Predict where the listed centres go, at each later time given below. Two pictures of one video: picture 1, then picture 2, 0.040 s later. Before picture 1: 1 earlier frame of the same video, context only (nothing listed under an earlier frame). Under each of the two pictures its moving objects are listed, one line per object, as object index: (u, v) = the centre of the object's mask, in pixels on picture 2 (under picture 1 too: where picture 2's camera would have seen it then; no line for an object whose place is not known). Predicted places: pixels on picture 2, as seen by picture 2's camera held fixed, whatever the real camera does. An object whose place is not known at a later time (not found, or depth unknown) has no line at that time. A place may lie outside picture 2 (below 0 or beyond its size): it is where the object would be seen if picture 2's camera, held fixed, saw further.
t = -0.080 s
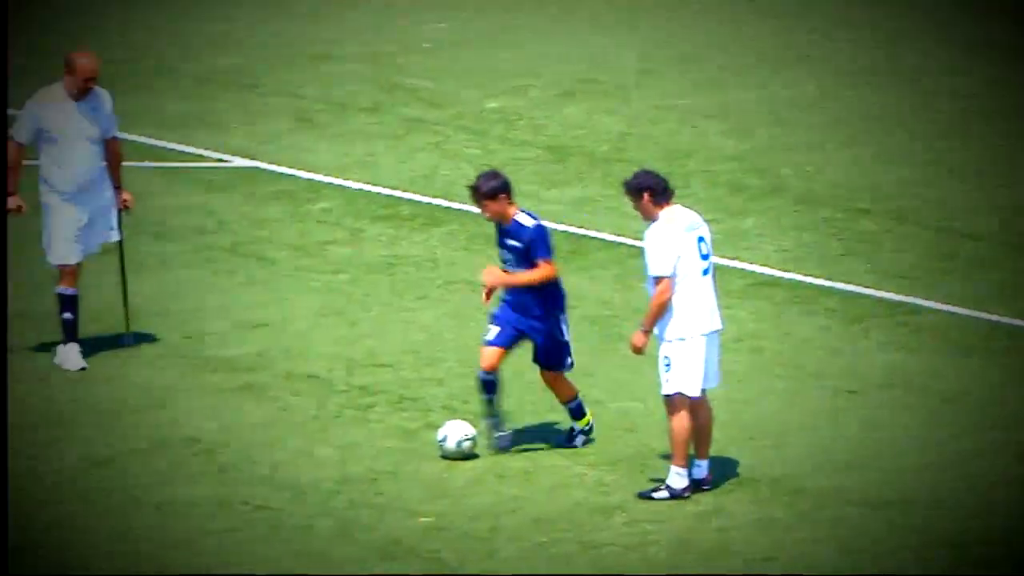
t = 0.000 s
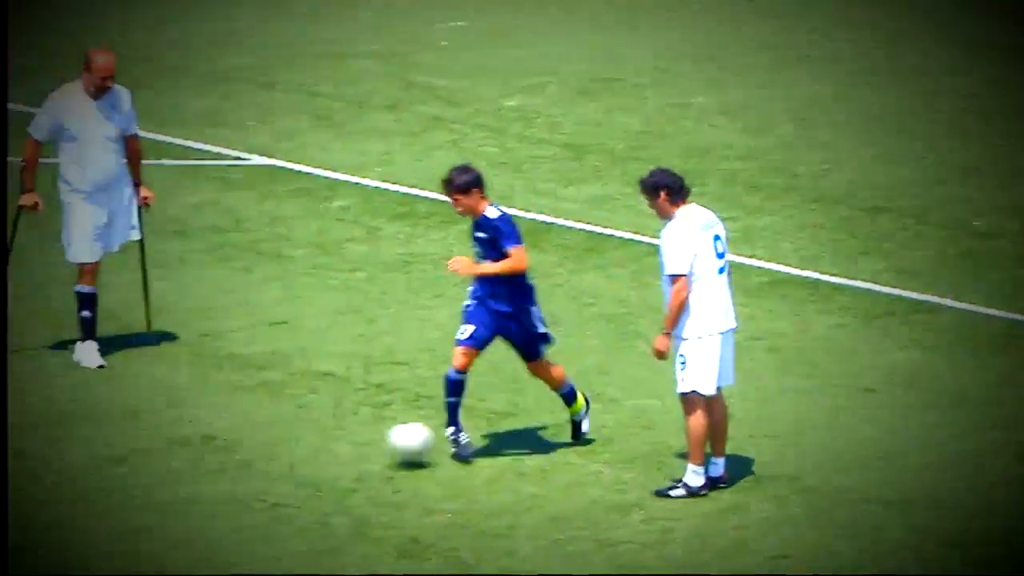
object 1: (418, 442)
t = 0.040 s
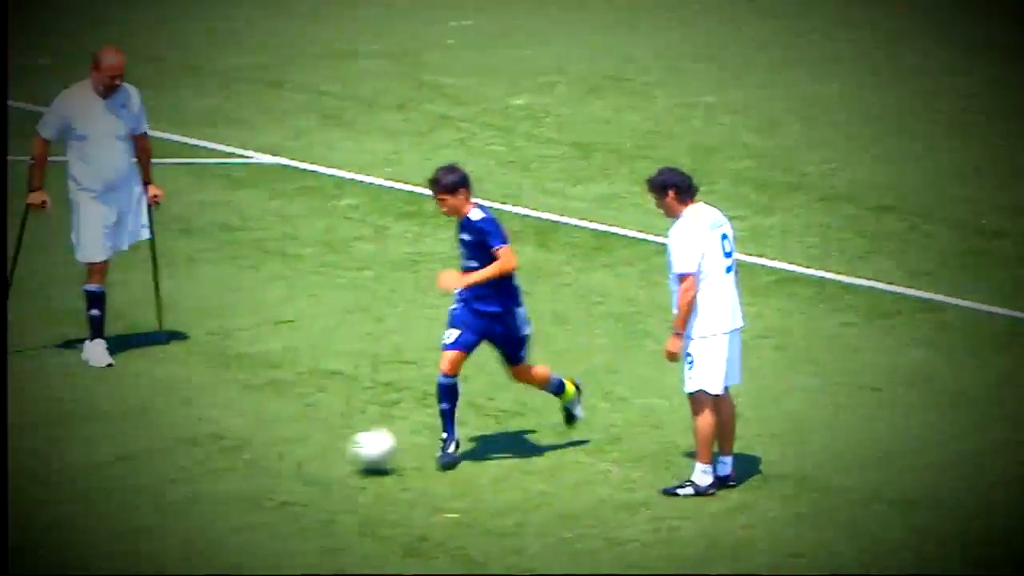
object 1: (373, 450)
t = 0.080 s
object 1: (327, 461)
